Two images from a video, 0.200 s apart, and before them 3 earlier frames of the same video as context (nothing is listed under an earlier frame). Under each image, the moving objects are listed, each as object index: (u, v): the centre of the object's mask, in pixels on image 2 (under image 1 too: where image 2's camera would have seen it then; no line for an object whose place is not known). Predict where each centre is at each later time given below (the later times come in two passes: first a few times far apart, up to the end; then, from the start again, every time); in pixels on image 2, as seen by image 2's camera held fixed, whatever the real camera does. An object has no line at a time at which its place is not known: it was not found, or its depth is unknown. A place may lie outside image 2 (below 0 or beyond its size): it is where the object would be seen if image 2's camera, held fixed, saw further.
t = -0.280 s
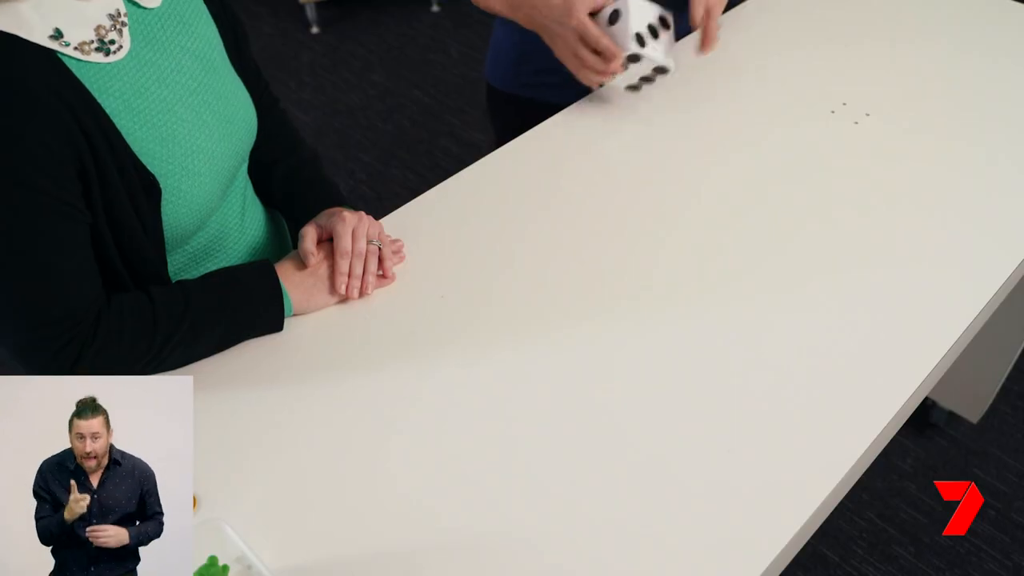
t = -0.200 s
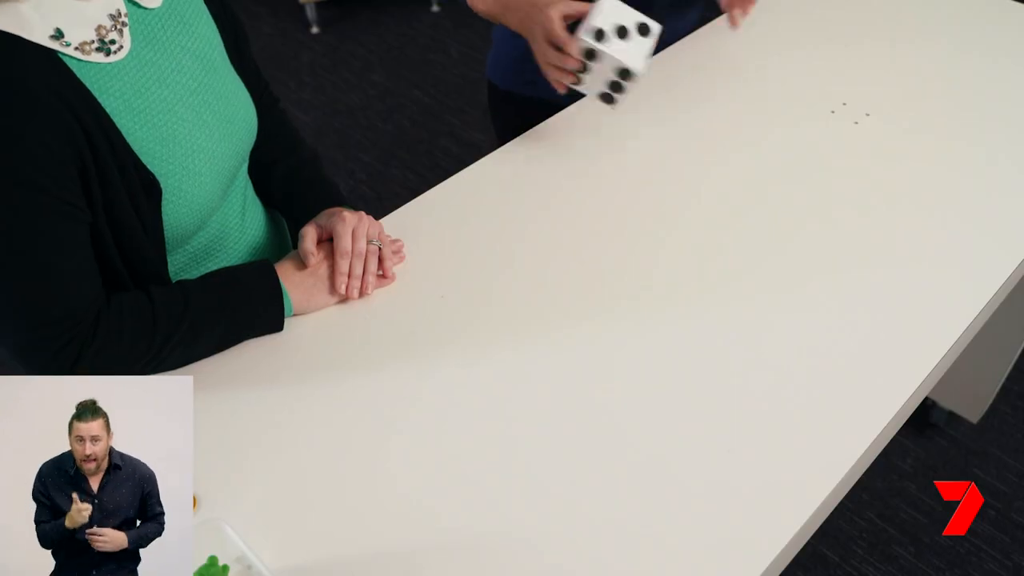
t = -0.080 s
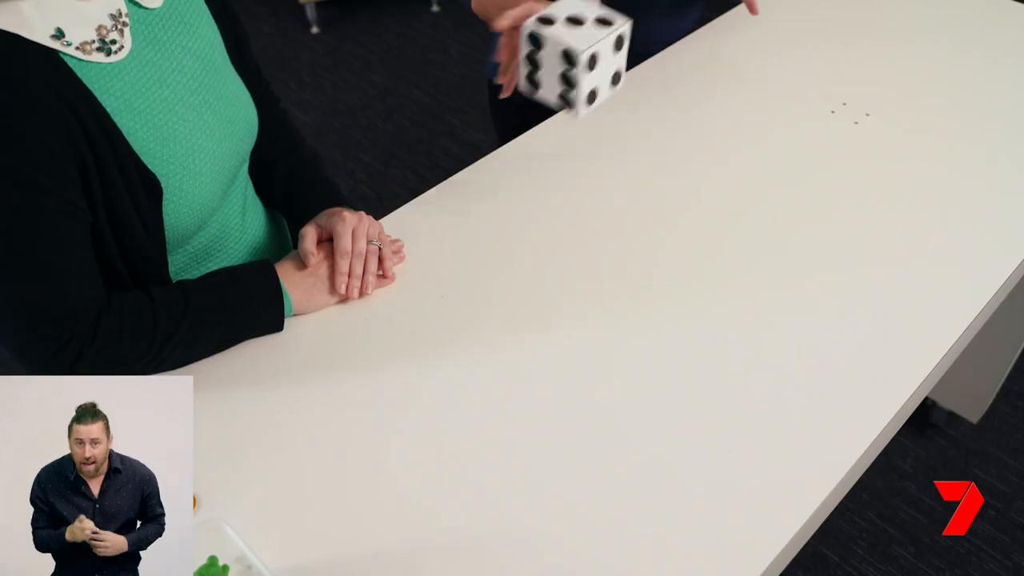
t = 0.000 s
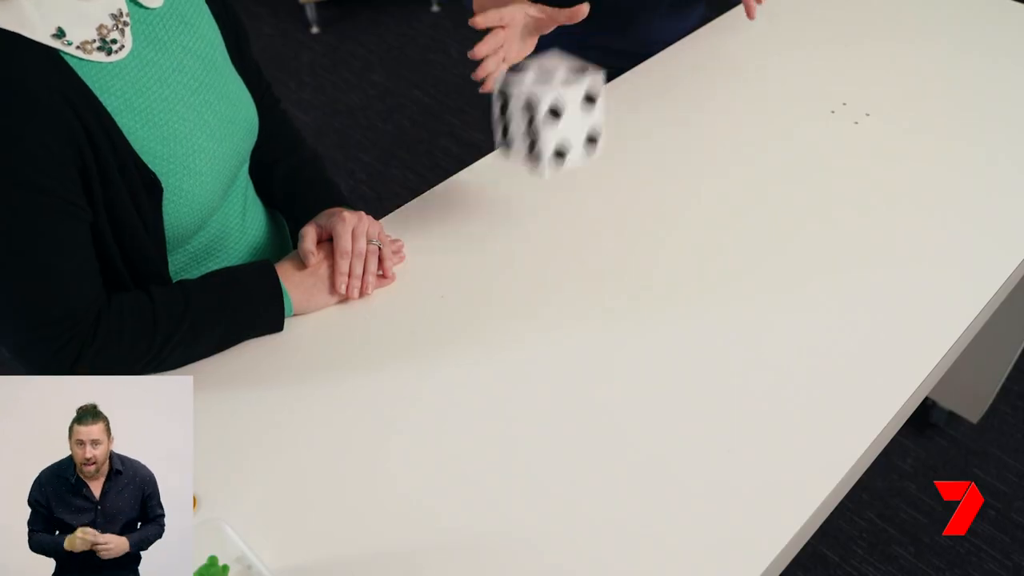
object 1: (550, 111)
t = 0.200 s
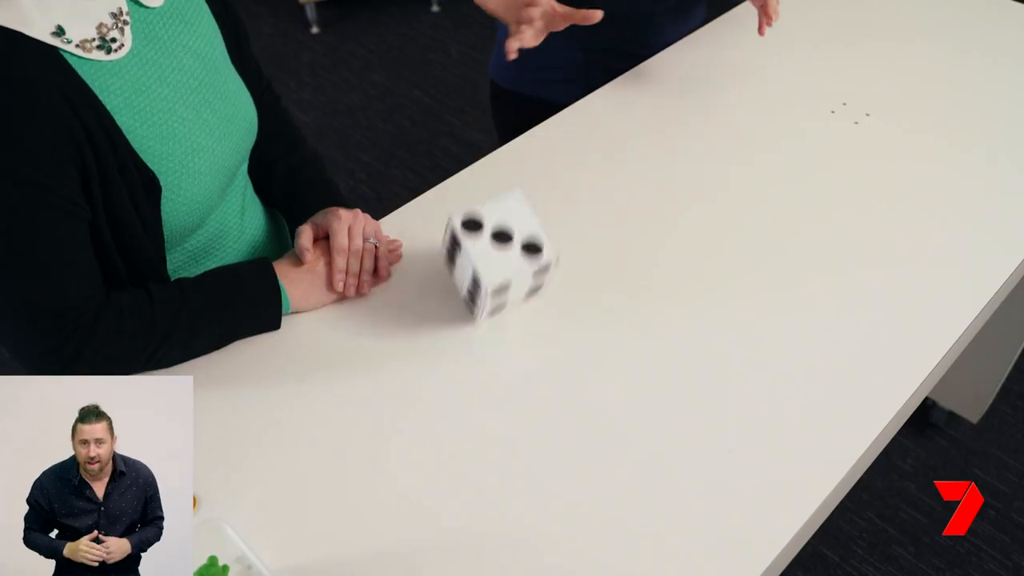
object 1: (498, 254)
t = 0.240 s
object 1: (493, 273)
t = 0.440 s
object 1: (467, 313)
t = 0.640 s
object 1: (460, 316)
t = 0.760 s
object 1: (460, 316)
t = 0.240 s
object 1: (493, 273)
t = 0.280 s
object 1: (488, 284)
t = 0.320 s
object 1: (483, 296)
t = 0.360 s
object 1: (477, 307)
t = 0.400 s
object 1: (473, 309)
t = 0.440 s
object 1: (467, 313)
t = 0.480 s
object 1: (462, 316)
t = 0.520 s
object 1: (461, 317)
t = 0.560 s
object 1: (460, 317)
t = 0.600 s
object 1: (460, 316)
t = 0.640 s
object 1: (460, 316)
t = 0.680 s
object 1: (460, 316)
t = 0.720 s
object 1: (460, 316)
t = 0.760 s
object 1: (460, 316)
